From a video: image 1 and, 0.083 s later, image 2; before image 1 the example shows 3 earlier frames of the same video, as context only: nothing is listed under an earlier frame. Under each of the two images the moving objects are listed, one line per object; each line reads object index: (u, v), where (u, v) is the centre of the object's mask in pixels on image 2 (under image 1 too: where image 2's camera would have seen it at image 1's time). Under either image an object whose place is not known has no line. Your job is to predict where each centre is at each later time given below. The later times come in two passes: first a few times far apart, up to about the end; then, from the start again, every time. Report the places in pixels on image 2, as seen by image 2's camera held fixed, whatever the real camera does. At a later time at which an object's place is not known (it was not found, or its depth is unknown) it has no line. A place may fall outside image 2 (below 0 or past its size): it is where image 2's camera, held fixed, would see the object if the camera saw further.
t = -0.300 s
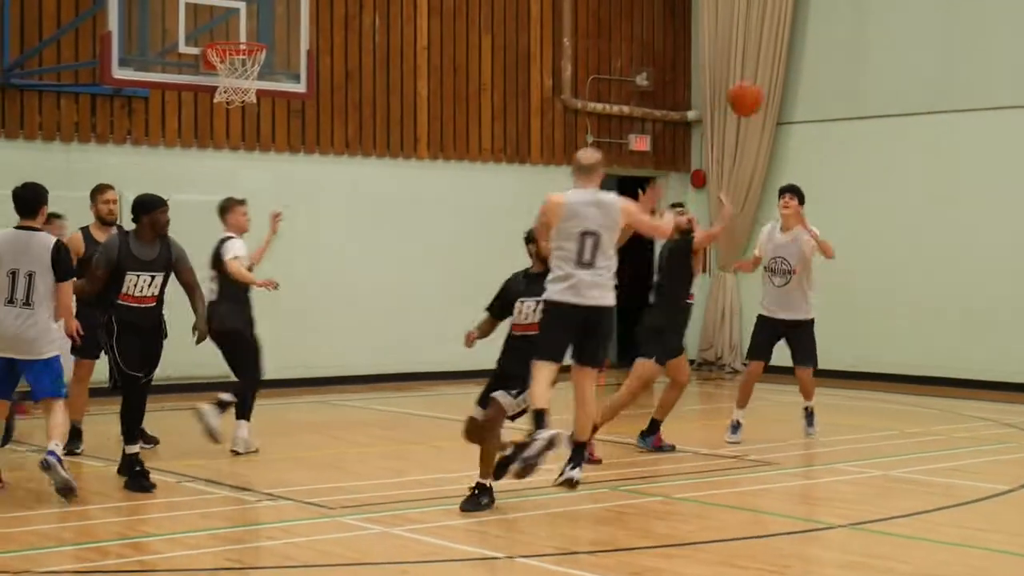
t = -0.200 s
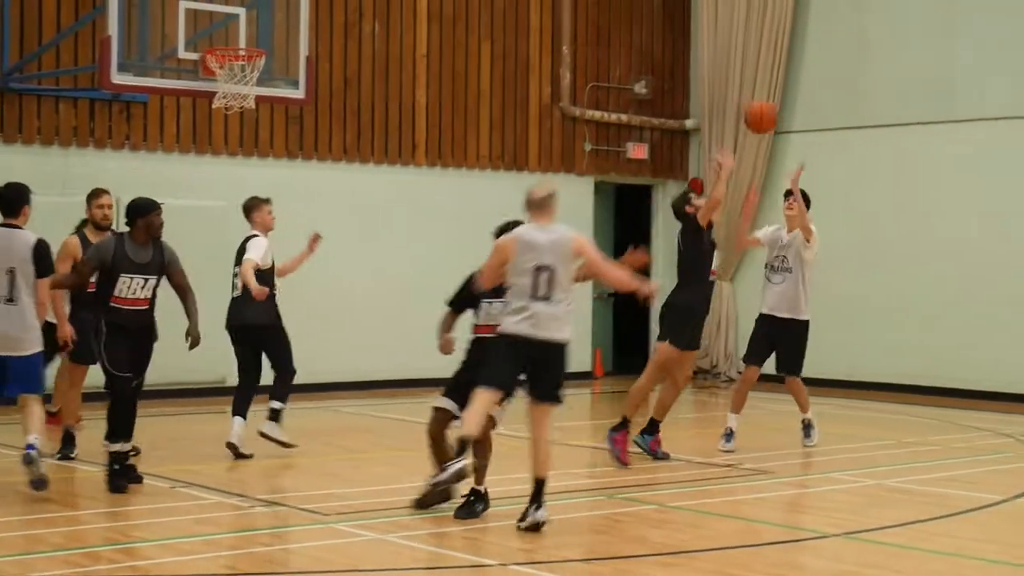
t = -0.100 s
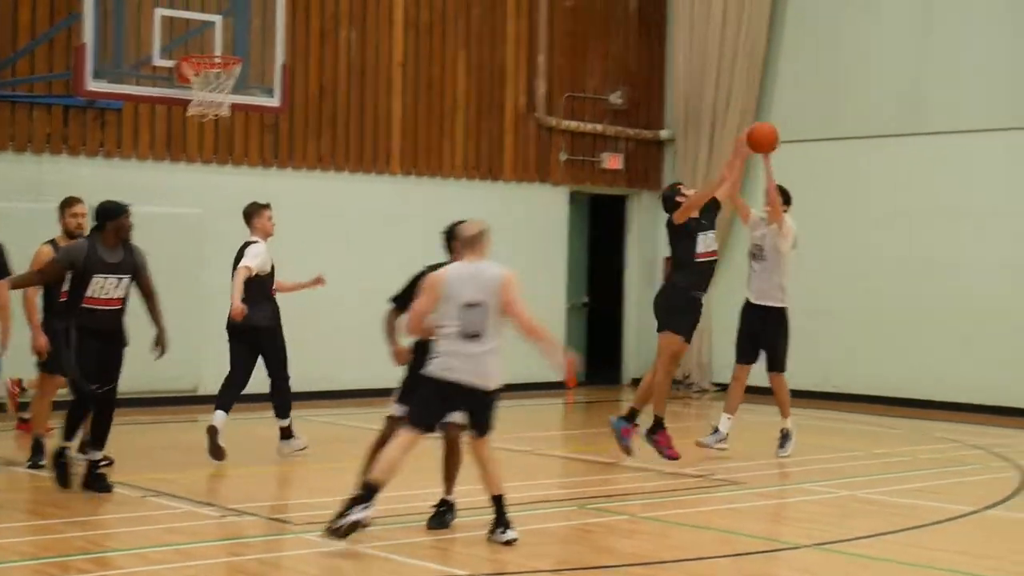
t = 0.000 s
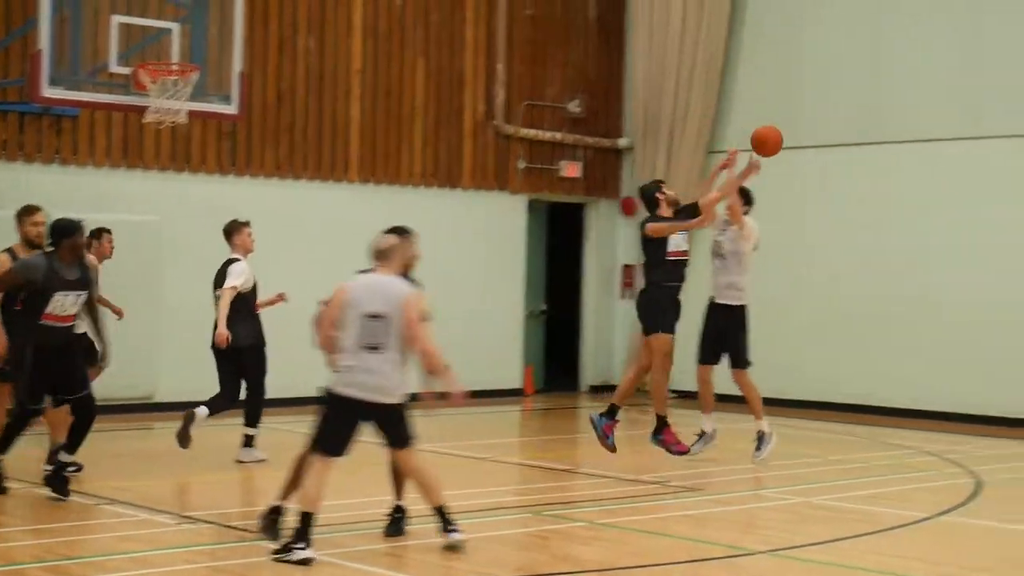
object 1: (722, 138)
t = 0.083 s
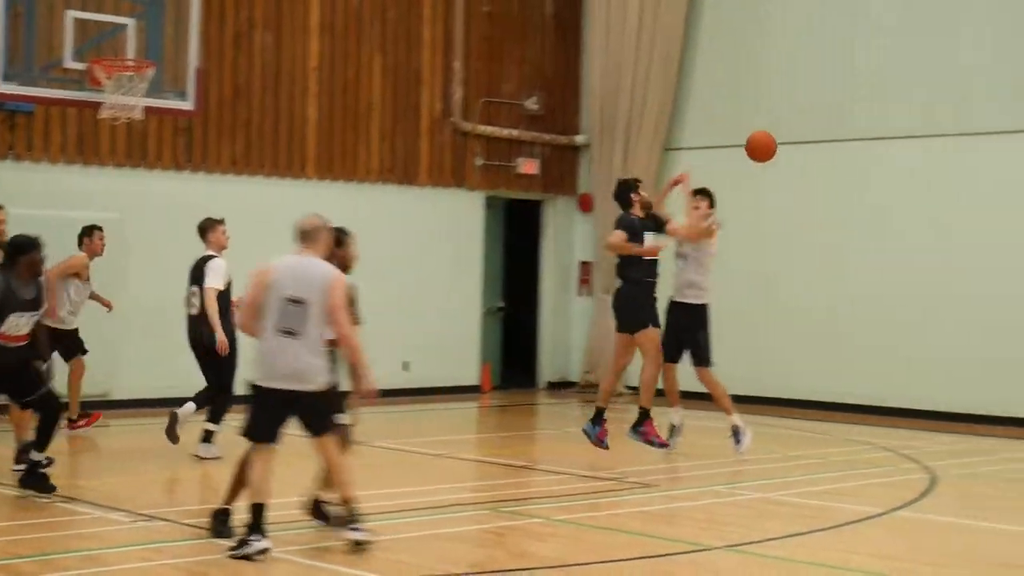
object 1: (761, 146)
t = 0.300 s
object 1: (855, 208)
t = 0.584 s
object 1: (967, 375)
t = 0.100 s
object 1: (768, 149)
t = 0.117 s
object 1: (776, 152)
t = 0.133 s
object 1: (783, 155)
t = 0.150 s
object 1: (791, 159)
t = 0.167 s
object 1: (798, 163)
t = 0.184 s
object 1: (805, 168)
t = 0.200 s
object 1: (812, 172)
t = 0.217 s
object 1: (819, 178)
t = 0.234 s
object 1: (826, 183)
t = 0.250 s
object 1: (833, 189)
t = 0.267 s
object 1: (840, 195)
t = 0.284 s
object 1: (847, 201)
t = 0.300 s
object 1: (855, 208)
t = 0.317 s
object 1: (862, 215)
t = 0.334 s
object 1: (868, 223)
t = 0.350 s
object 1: (875, 231)
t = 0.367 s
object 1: (882, 239)
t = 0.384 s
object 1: (889, 248)
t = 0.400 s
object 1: (895, 257)
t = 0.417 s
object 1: (903, 266)
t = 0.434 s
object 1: (909, 275)
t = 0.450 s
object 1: (916, 285)
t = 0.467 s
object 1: (922, 295)
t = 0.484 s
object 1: (929, 306)
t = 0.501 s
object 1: (936, 317)
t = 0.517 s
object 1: (942, 327)
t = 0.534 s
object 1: (948, 339)
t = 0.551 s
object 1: (955, 351)
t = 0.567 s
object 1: (961, 363)
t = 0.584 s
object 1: (967, 375)
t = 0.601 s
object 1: (974, 387)
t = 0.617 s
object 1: (980, 400)
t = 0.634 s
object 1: (986, 412)
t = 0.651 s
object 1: (992, 428)
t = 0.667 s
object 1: (999, 441)
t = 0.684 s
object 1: (1005, 454)
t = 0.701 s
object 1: (1010, 446)
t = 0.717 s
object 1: (1013, 433)
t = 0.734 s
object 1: (1019, 424)
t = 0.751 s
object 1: (1023, 414)
